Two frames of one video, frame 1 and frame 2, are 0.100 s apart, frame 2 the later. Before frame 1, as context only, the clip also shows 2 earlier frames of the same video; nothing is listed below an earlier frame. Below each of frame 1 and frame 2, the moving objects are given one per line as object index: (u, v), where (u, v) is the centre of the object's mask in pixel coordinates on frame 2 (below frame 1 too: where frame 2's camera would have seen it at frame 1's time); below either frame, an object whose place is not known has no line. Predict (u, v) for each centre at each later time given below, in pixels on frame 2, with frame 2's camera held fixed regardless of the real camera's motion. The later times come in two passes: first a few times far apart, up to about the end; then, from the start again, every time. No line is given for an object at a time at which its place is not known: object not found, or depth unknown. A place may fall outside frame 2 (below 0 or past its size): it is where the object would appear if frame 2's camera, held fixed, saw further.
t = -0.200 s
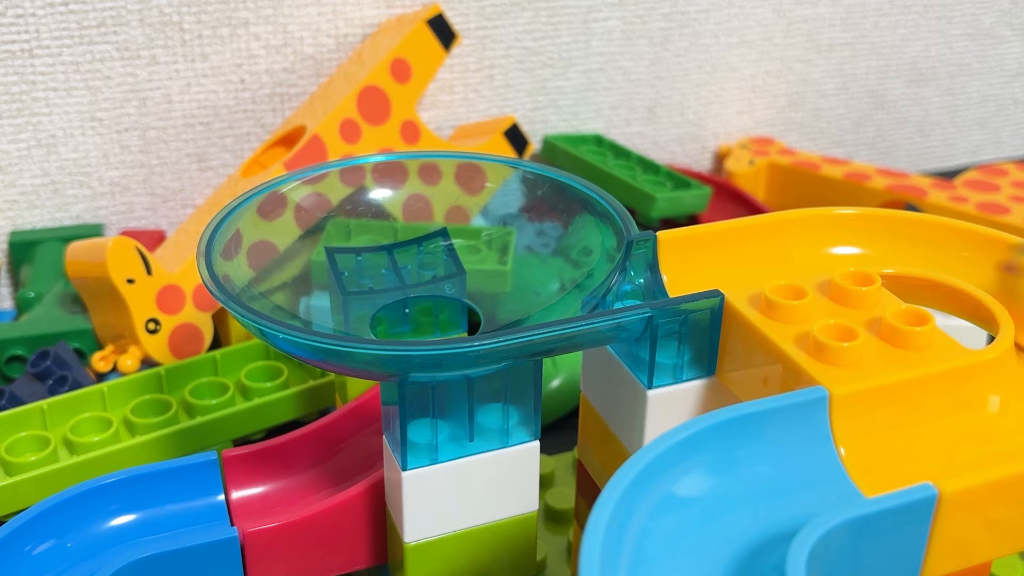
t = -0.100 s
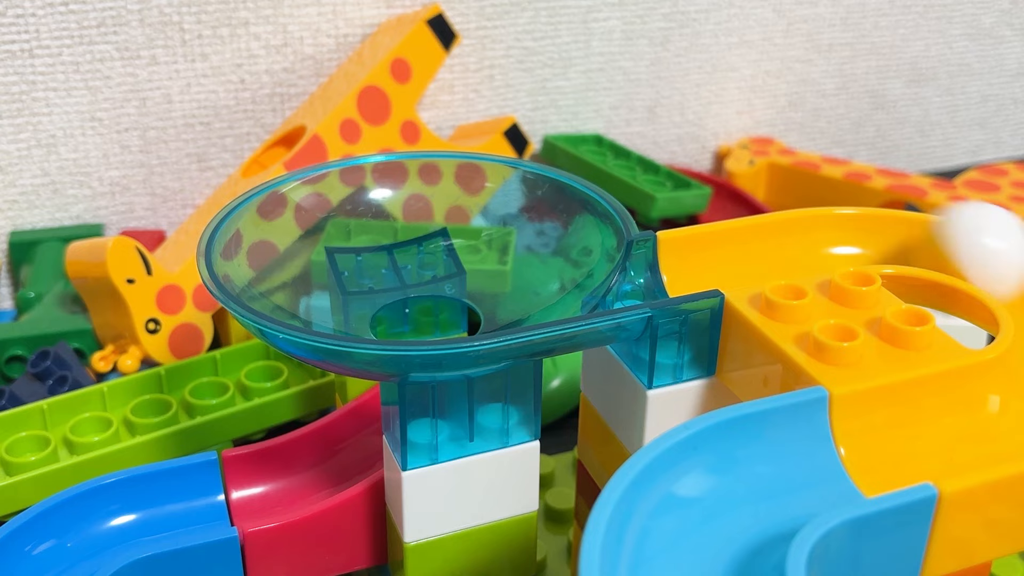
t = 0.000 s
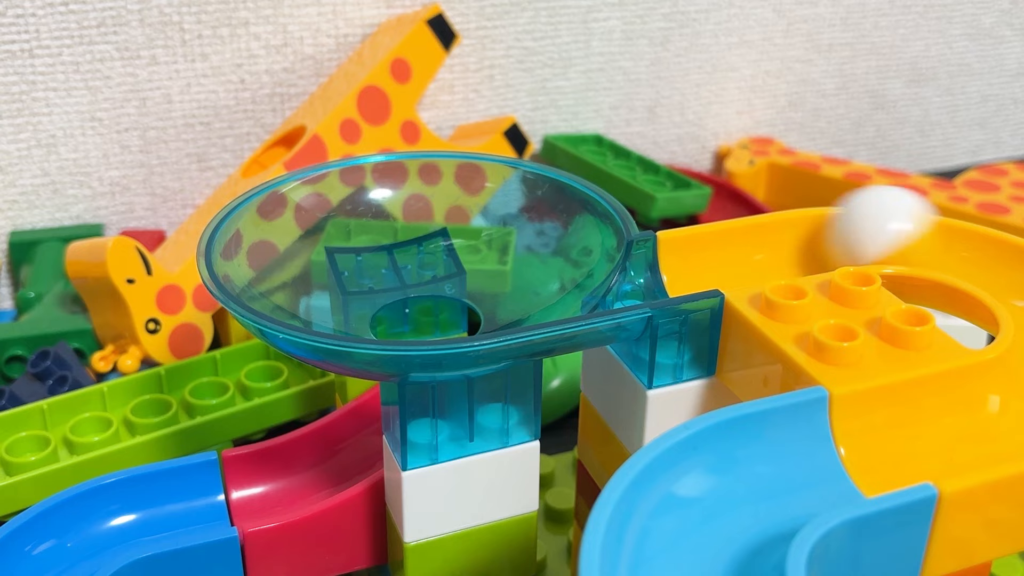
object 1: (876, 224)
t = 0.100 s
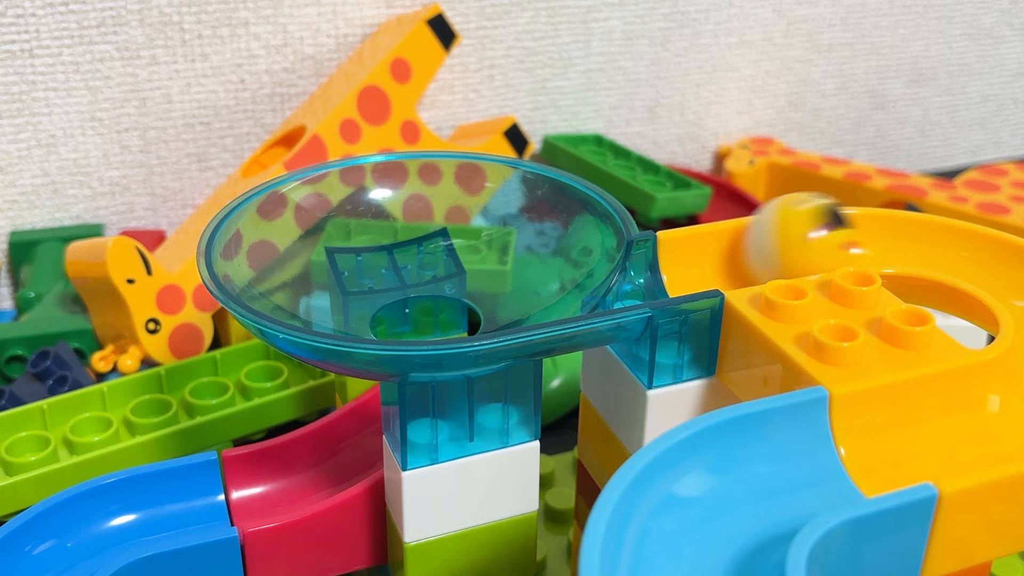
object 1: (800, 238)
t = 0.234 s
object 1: (695, 252)
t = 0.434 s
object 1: (538, 280)
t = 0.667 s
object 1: (302, 207)
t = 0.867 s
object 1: (493, 274)
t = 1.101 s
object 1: (412, 293)
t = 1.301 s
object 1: (340, 233)
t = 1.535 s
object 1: (421, 299)
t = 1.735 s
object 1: (381, 289)
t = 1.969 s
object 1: (489, 272)
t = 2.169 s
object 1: (405, 289)
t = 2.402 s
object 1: (428, 299)
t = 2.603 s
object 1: (428, 300)
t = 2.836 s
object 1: (353, 428)
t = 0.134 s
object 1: (766, 236)
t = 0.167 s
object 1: (737, 241)
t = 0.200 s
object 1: (714, 251)
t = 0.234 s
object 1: (695, 252)
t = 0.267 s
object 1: (671, 256)
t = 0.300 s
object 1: (645, 261)
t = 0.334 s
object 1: (619, 265)
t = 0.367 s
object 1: (595, 270)
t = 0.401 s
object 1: (569, 275)
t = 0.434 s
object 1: (538, 280)
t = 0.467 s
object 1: (505, 288)
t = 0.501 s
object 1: (464, 299)
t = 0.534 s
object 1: (413, 295)
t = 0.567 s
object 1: (370, 283)
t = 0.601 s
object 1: (330, 257)
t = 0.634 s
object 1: (305, 227)
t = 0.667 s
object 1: (302, 207)
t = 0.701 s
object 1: (318, 209)
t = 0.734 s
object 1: (347, 225)
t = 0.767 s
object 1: (386, 241)
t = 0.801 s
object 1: (429, 253)
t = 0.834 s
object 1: (464, 264)
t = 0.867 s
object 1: (493, 274)
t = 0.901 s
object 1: (514, 278)
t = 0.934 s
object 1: (524, 280)
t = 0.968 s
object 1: (520, 284)
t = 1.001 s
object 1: (504, 289)
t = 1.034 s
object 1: (476, 294)
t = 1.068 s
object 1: (445, 295)
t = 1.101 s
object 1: (412, 293)
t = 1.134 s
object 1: (381, 286)
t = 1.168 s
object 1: (354, 271)
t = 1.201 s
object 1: (335, 254)
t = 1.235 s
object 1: (326, 240)
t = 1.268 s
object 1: (328, 233)
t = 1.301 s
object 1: (340, 233)
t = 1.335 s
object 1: (361, 239)
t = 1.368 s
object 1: (390, 248)
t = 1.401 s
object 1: (420, 259)
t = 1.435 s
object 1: (447, 279)
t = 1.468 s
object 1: (447, 290)
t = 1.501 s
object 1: (433, 295)
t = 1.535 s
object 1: (421, 299)
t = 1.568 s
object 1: (409, 301)
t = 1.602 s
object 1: (398, 301)
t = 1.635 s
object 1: (389, 300)
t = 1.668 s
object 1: (383, 298)
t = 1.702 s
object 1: (381, 294)
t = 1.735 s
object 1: (381, 289)
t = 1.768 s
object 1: (387, 281)
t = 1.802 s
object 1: (409, 268)
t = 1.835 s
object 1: (436, 261)
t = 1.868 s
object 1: (457, 261)
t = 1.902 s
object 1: (473, 263)
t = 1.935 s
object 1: (484, 267)
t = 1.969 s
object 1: (489, 272)
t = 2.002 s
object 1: (489, 278)
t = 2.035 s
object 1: (482, 282)
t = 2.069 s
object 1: (469, 286)
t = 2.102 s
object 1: (451, 290)
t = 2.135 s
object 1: (425, 294)
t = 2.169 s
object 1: (405, 289)
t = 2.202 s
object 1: (416, 274)
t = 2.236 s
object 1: (435, 270)
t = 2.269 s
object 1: (443, 282)
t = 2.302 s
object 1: (427, 297)
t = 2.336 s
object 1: (418, 288)
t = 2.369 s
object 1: (436, 287)
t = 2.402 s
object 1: (428, 299)
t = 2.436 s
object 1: (428, 292)
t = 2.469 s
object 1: (436, 295)
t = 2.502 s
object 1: (421, 298)
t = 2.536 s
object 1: (432, 297)
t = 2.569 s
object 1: (419, 299)
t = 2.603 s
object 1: (428, 300)
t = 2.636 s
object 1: (420, 298)
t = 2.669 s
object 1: (425, 303)
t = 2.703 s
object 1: (428, 302)
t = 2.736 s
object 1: (425, 306)
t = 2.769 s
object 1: (422, 316)
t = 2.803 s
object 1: (370, 407)
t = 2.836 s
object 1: (353, 428)
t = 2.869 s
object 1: (326, 454)
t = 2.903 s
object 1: (276, 474)
